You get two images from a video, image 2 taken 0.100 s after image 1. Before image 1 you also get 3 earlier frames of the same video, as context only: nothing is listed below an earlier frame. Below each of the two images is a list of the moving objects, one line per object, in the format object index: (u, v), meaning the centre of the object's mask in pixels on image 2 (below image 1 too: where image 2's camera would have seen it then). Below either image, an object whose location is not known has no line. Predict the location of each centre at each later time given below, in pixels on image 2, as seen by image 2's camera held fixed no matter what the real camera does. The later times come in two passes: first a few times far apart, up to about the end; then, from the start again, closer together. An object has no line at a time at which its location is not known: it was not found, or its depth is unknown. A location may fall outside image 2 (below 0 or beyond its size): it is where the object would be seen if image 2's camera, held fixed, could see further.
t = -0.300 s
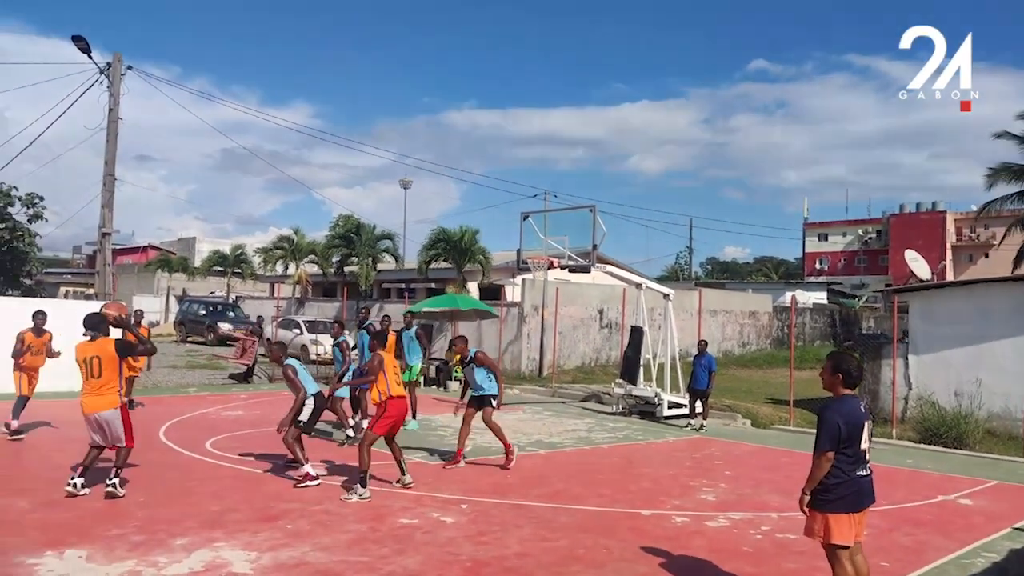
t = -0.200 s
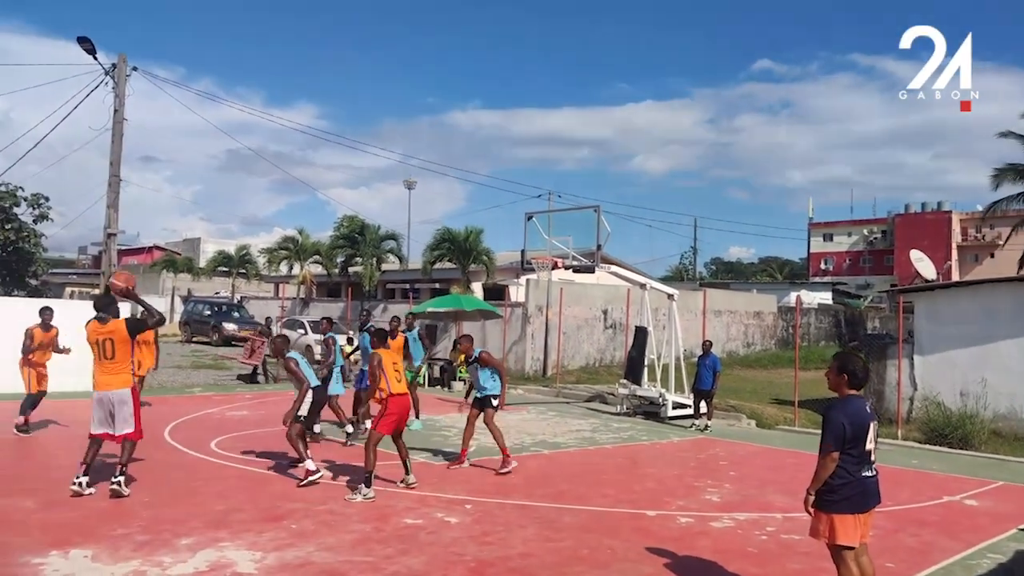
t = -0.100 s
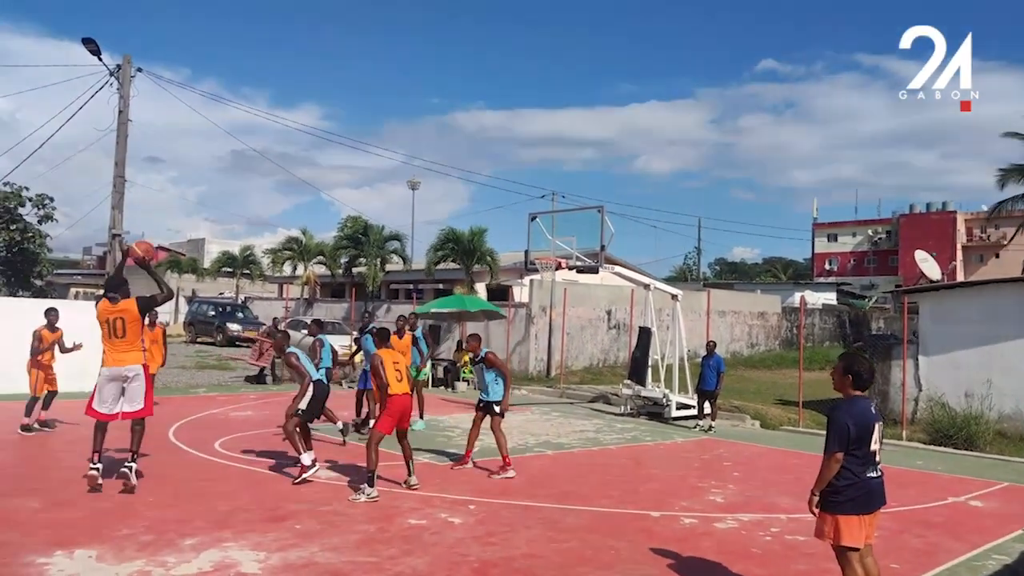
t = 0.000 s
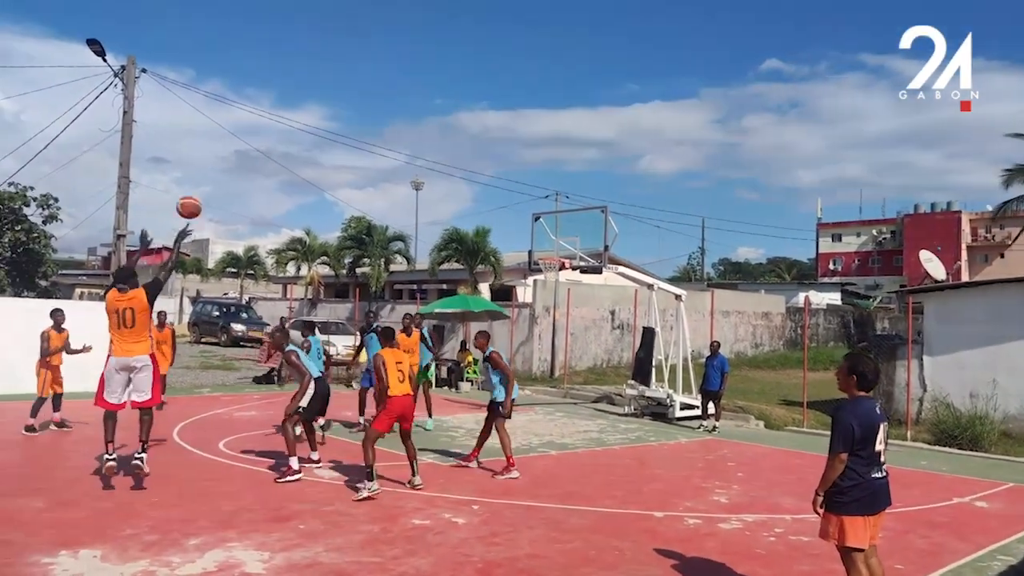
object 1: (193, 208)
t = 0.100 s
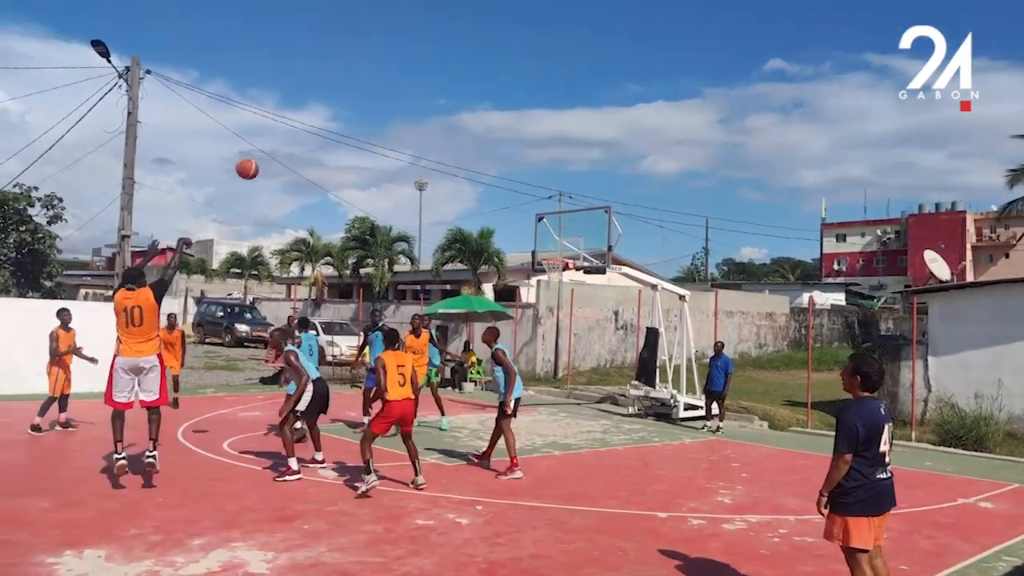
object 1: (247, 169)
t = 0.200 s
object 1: (295, 142)
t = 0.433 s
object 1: (385, 115)
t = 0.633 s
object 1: (446, 124)
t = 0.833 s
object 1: (496, 155)
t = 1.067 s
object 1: (543, 213)
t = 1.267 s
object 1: (549, 246)
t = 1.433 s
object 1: (512, 232)
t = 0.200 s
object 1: (295, 142)
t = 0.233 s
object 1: (309, 134)
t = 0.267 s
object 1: (323, 129)
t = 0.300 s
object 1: (336, 124)
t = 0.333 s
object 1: (349, 121)
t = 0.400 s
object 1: (374, 116)
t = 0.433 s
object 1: (385, 115)
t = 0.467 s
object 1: (396, 115)
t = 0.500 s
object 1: (407, 116)
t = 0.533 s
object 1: (417, 117)
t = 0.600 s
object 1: (437, 121)
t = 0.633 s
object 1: (446, 124)
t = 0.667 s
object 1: (455, 128)
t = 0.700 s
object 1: (464, 132)
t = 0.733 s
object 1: (472, 137)
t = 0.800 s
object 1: (488, 149)
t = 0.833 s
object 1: (496, 155)
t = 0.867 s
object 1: (503, 163)
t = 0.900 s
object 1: (510, 170)
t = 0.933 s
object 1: (517, 177)
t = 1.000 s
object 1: (531, 194)
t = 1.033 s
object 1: (537, 203)
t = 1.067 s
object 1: (543, 213)
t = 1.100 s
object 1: (548, 222)
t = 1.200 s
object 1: (562, 252)
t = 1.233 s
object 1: (556, 250)
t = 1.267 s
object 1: (549, 246)
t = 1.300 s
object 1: (541, 242)
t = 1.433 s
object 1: (512, 232)
